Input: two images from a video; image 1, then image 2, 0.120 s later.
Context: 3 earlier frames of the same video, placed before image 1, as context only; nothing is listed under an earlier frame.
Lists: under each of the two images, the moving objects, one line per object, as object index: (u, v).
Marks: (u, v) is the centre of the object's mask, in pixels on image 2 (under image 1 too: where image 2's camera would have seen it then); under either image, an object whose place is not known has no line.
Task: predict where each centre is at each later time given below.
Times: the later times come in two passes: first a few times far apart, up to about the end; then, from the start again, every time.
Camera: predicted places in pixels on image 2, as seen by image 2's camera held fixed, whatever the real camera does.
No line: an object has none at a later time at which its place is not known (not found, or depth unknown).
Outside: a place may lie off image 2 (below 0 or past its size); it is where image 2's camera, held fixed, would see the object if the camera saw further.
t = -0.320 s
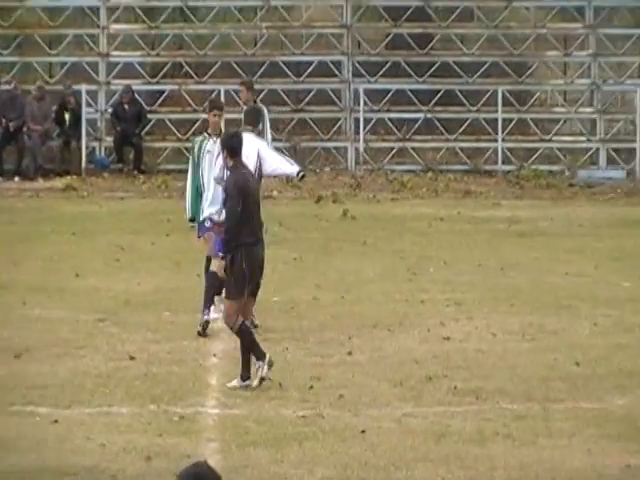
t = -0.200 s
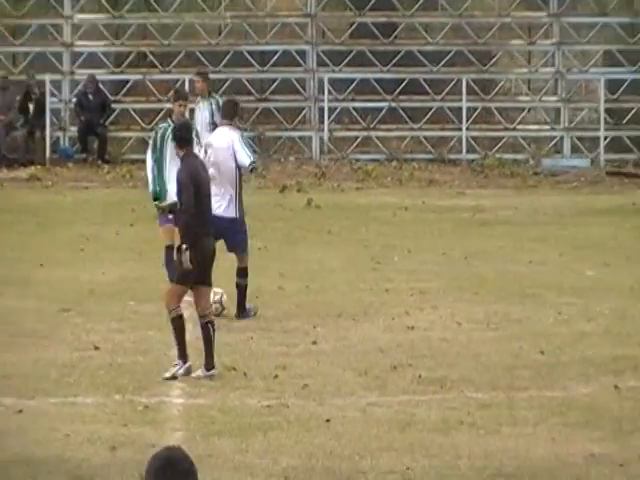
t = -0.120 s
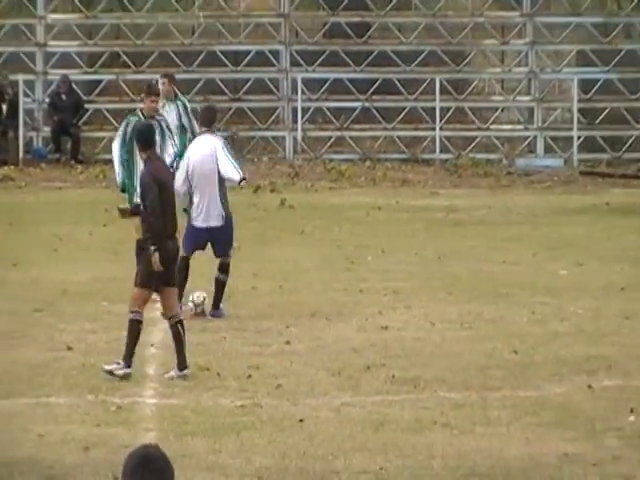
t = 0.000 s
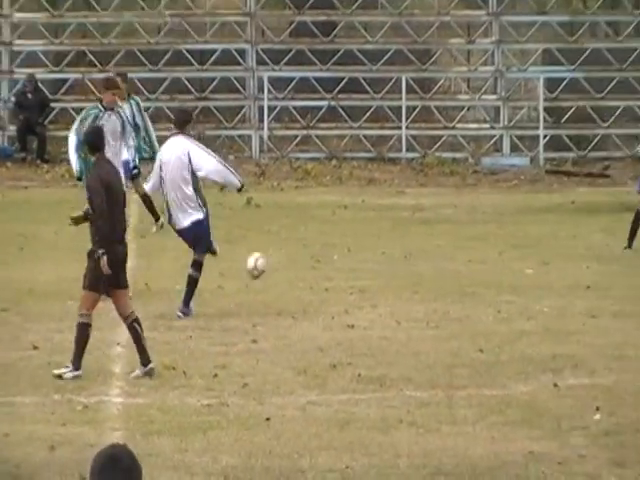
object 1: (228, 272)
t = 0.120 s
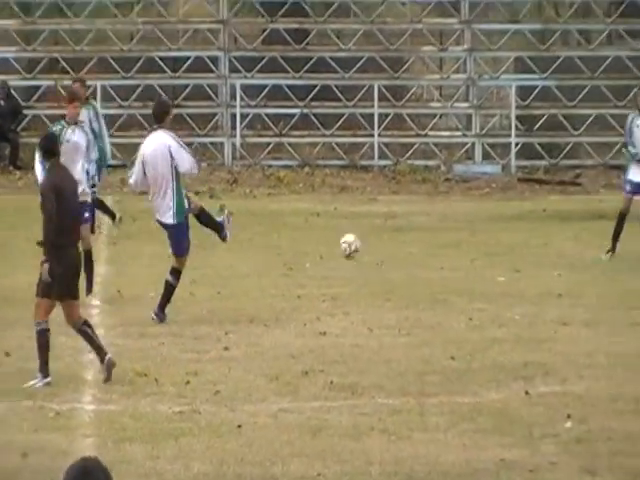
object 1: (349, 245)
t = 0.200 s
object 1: (424, 243)
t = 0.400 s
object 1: (596, 274)
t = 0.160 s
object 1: (387, 243)
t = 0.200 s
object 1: (424, 243)
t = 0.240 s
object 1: (461, 245)
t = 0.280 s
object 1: (495, 251)
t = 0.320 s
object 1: (530, 259)
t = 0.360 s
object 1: (565, 270)
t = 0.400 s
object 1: (596, 274)
